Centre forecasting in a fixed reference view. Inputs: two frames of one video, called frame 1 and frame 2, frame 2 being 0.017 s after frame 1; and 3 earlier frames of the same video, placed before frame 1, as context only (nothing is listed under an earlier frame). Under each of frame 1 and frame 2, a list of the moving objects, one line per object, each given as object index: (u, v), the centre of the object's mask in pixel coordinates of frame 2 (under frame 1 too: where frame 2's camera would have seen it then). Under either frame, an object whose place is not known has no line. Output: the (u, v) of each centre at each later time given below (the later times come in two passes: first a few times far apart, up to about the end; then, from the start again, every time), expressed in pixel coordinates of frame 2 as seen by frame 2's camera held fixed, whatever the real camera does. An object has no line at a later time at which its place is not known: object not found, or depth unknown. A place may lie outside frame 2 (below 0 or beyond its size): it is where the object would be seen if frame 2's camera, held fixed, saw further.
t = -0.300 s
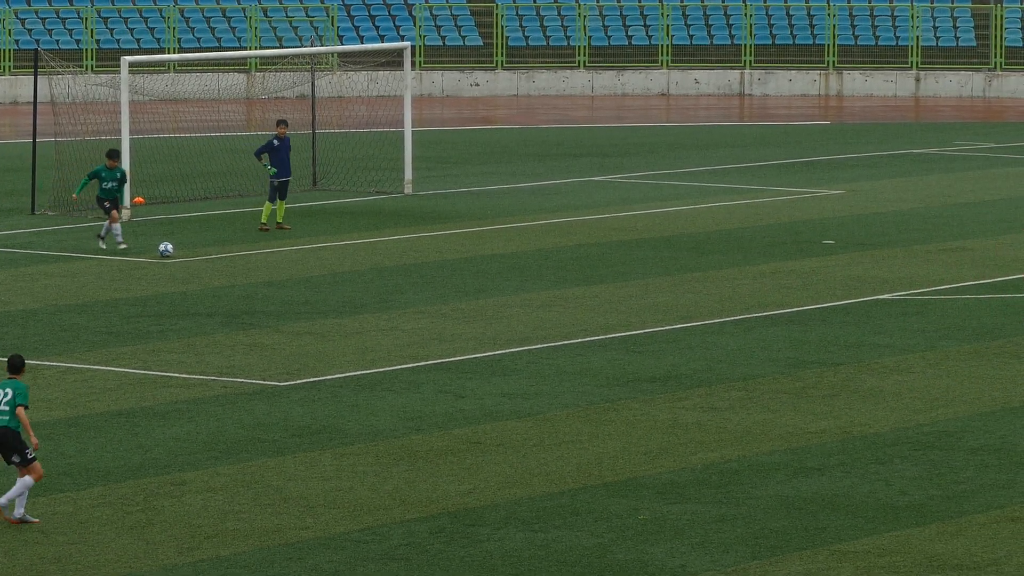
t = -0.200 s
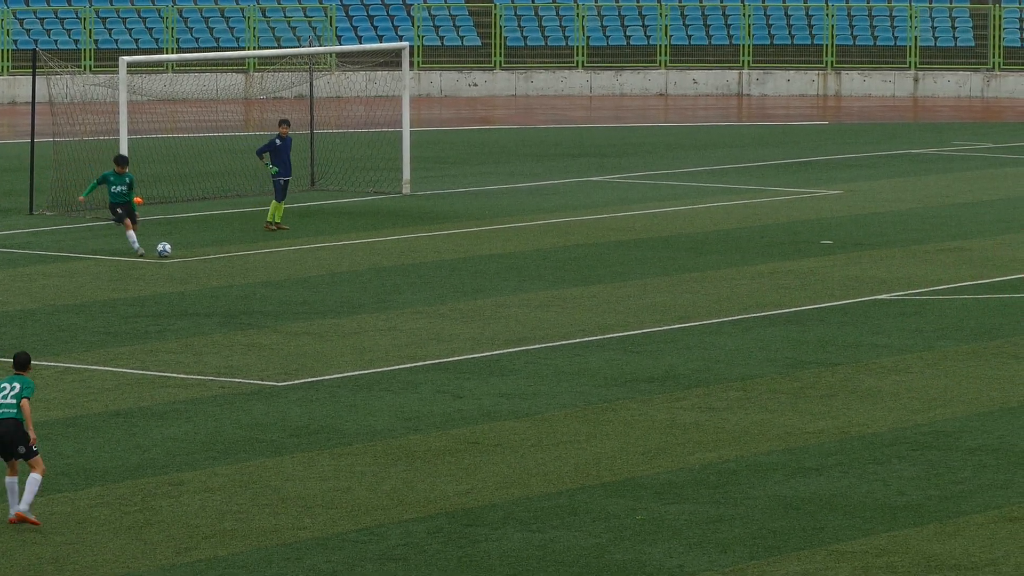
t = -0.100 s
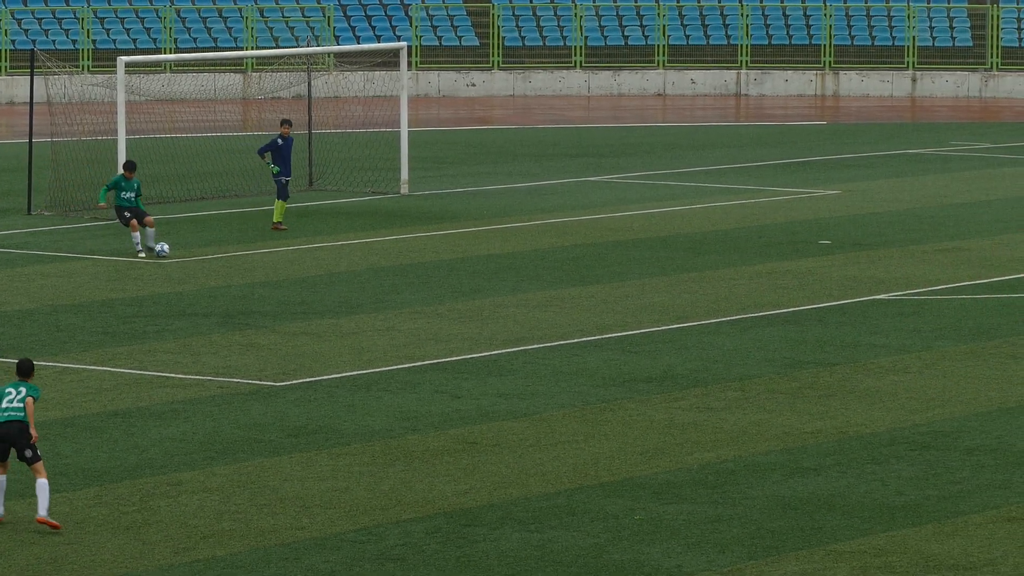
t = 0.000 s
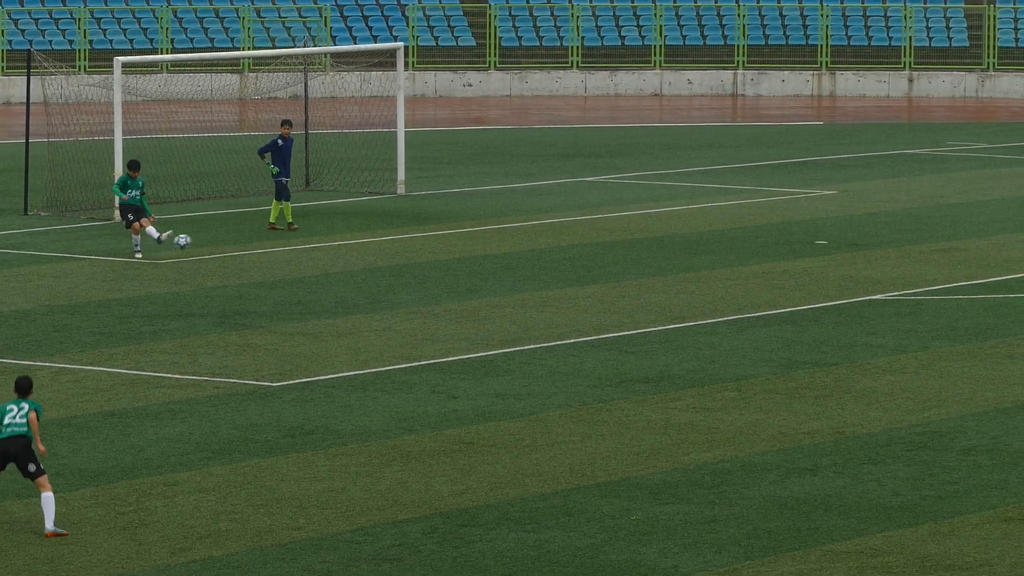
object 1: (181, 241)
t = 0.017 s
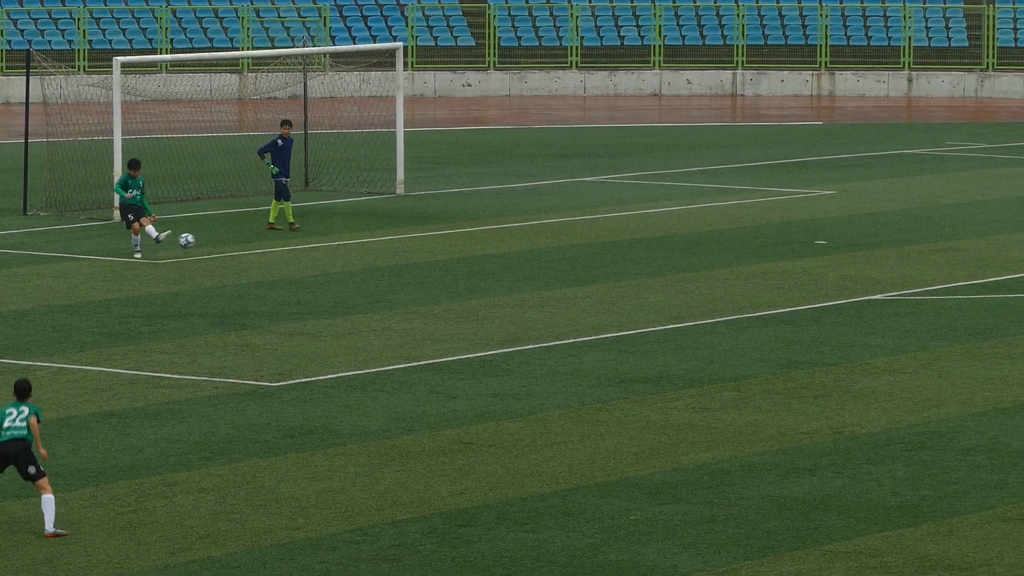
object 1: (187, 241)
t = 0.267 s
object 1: (251, 247)
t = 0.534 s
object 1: (308, 306)
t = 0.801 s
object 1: (346, 335)
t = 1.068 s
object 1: (374, 385)
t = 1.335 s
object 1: (386, 403)
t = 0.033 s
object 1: (191, 240)
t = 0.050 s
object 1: (195, 239)
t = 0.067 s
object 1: (199, 238)
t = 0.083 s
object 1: (205, 238)
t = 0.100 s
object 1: (209, 238)
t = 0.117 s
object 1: (214, 238)
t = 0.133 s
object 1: (218, 238)
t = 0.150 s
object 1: (222, 238)
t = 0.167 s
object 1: (227, 239)
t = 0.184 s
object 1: (231, 239)
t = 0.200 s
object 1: (235, 240)
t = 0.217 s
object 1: (239, 241)
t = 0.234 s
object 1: (243, 243)
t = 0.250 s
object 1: (247, 245)
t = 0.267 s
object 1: (251, 247)
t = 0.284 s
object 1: (255, 249)
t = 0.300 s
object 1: (259, 251)
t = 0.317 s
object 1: (263, 254)
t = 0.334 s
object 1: (267, 256)
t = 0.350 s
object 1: (271, 259)
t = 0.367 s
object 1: (274, 262)
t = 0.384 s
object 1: (277, 265)
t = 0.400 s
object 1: (281, 269)
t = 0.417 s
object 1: (285, 273)
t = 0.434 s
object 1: (288, 277)
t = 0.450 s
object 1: (292, 281)
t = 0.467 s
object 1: (295, 285)
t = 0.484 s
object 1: (298, 290)
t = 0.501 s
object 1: (301, 295)
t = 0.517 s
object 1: (305, 300)
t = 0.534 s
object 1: (308, 306)
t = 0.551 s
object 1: (311, 311)
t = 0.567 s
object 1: (314, 317)
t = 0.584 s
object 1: (316, 324)
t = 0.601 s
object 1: (319, 330)
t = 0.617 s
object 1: (323, 338)
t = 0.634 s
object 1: (325, 340)
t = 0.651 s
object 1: (327, 339)
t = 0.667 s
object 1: (329, 338)
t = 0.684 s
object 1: (331, 336)
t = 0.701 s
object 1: (334, 335)
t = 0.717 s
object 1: (336, 335)
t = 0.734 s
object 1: (338, 334)
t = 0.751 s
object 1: (340, 334)
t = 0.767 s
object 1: (342, 334)
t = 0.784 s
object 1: (344, 334)
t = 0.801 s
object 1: (346, 335)
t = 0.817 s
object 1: (348, 336)
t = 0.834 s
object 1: (350, 337)
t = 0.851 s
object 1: (352, 339)
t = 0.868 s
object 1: (354, 340)
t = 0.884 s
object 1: (356, 342)
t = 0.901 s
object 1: (358, 345)
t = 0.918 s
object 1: (360, 347)
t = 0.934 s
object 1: (361, 350)
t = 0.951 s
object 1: (363, 353)
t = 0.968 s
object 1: (365, 357)
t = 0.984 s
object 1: (366, 361)
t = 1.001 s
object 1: (367, 365)
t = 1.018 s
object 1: (369, 370)
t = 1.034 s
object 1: (371, 374)
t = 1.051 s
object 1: (372, 379)
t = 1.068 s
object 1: (374, 385)
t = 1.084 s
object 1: (375, 390)
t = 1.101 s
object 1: (376, 397)
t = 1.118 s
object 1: (378, 403)
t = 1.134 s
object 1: (379, 404)
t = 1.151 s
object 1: (379, 402)
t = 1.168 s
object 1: (380, 401)
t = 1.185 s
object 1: (381, 399)
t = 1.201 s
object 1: (382, 399)
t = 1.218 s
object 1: (382, 399)
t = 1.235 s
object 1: (383, 398)
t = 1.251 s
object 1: (384, 398)
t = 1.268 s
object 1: (384, 399)
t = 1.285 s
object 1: (384, 399)
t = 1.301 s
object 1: (385, 400)
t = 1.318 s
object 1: (386, 402)
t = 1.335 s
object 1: (386, 403)
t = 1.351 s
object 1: (387, 405)
